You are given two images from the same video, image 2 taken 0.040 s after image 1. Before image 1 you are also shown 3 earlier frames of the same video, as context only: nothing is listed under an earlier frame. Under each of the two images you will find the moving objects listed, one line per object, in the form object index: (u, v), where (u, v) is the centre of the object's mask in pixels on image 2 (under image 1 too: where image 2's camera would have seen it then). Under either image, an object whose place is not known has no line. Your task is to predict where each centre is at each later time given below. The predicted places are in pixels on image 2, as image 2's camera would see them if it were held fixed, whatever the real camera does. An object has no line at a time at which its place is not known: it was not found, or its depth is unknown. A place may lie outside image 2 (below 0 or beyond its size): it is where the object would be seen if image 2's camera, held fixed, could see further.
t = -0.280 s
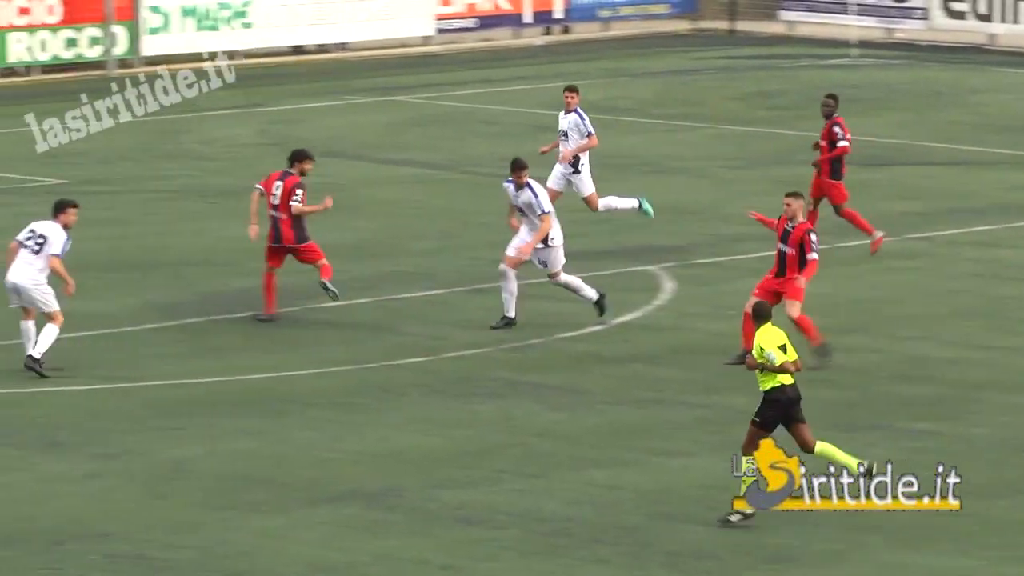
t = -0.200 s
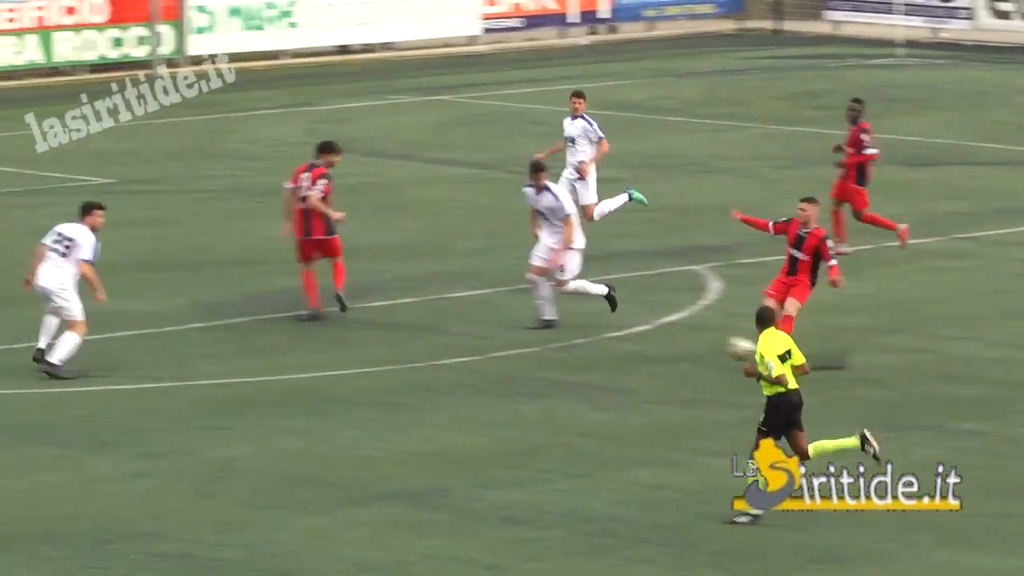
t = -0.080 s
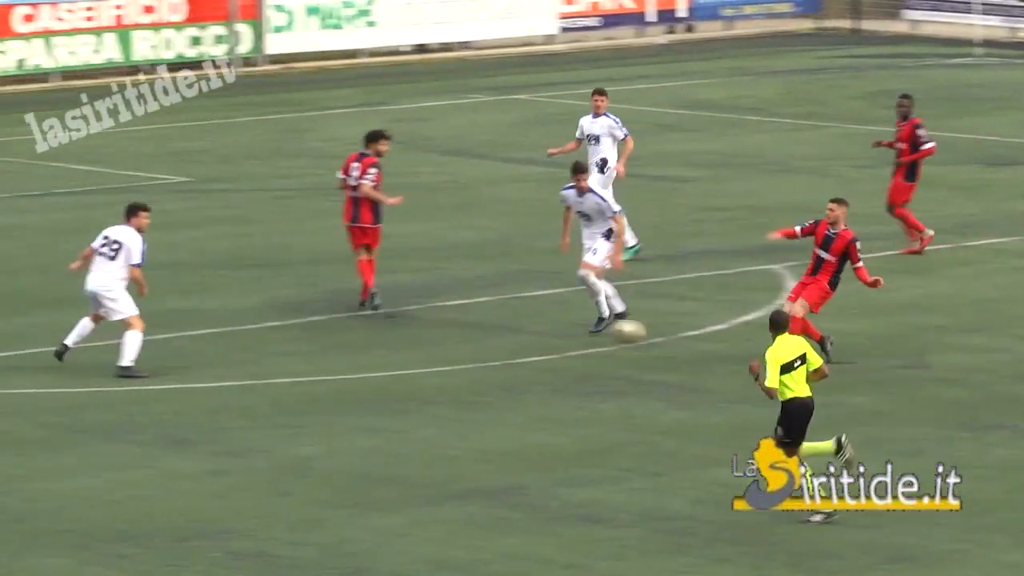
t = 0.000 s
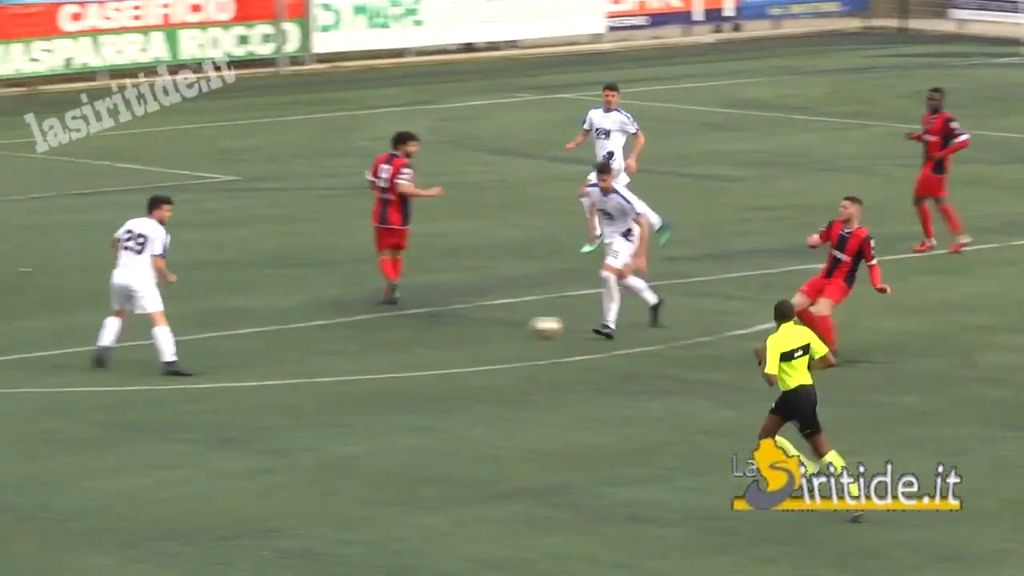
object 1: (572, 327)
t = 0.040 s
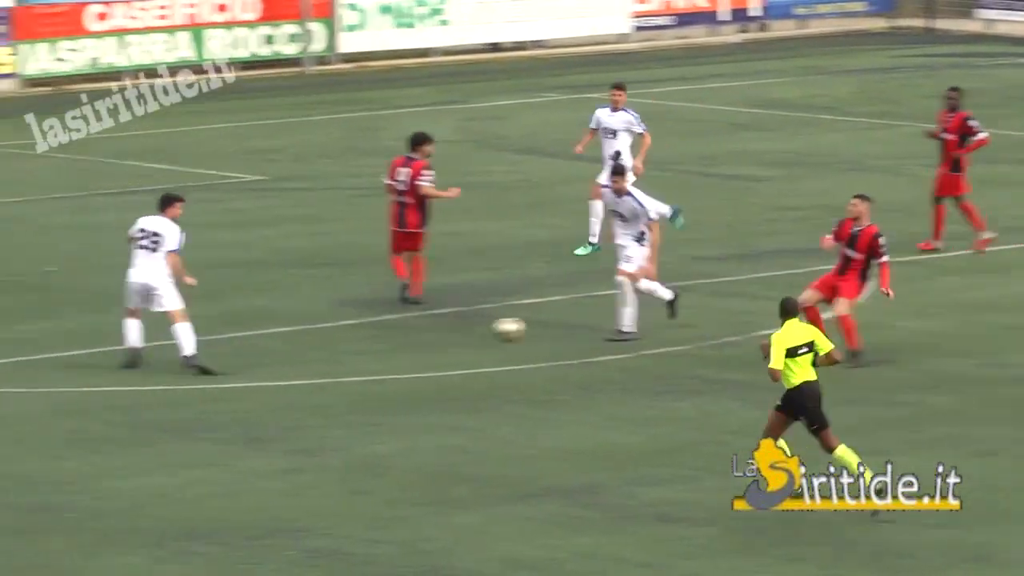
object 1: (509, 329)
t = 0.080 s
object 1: (447, 333)
